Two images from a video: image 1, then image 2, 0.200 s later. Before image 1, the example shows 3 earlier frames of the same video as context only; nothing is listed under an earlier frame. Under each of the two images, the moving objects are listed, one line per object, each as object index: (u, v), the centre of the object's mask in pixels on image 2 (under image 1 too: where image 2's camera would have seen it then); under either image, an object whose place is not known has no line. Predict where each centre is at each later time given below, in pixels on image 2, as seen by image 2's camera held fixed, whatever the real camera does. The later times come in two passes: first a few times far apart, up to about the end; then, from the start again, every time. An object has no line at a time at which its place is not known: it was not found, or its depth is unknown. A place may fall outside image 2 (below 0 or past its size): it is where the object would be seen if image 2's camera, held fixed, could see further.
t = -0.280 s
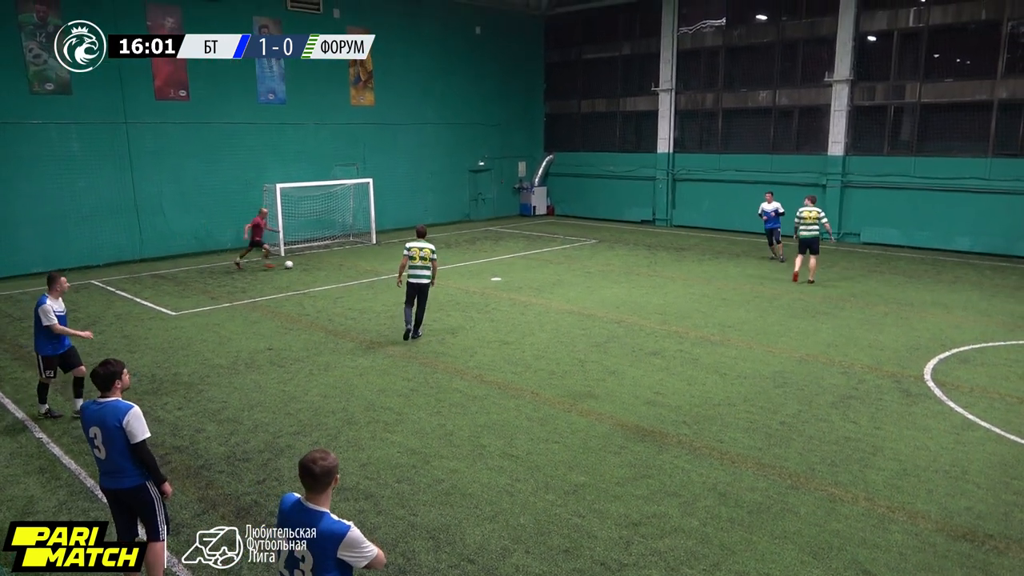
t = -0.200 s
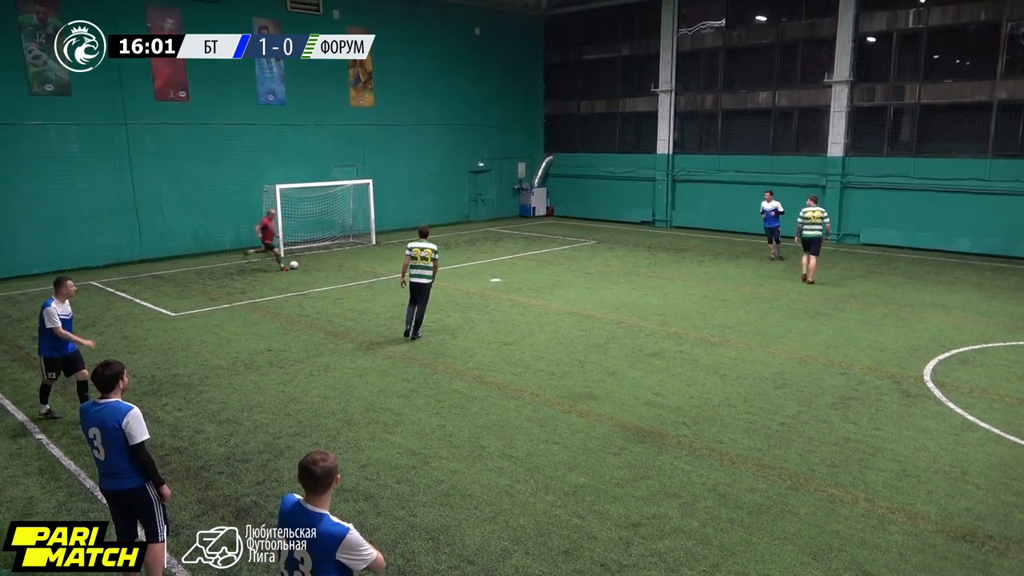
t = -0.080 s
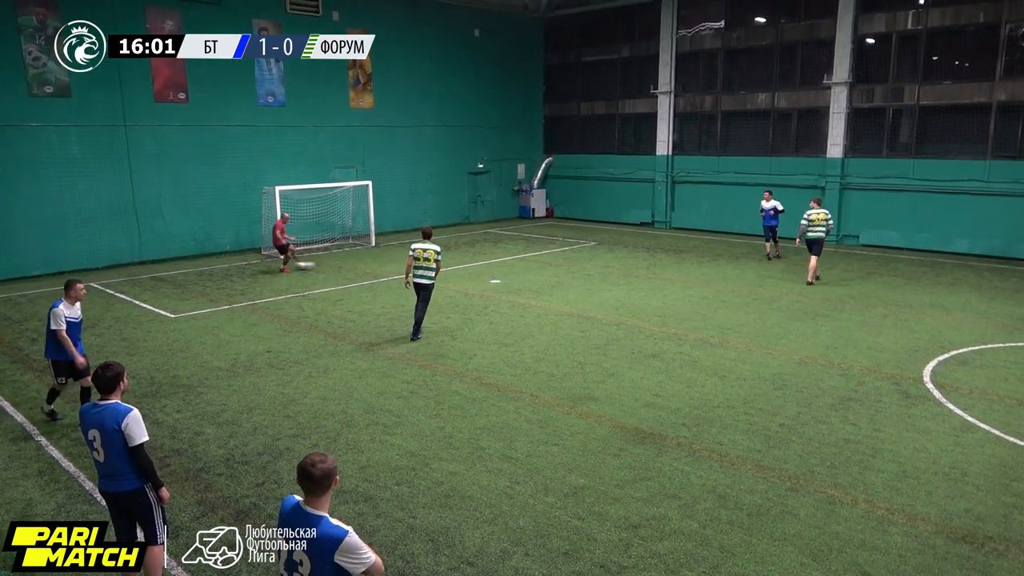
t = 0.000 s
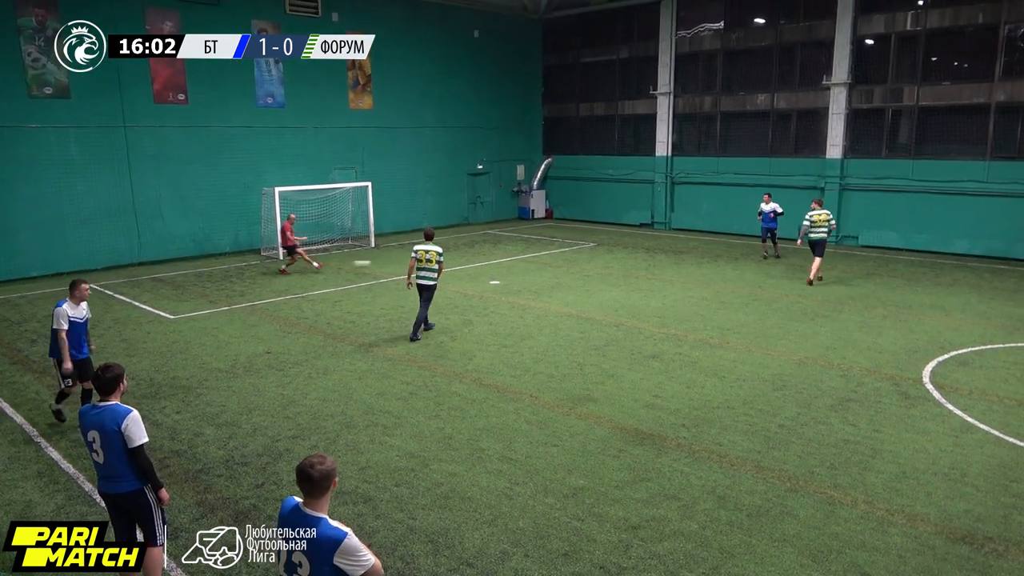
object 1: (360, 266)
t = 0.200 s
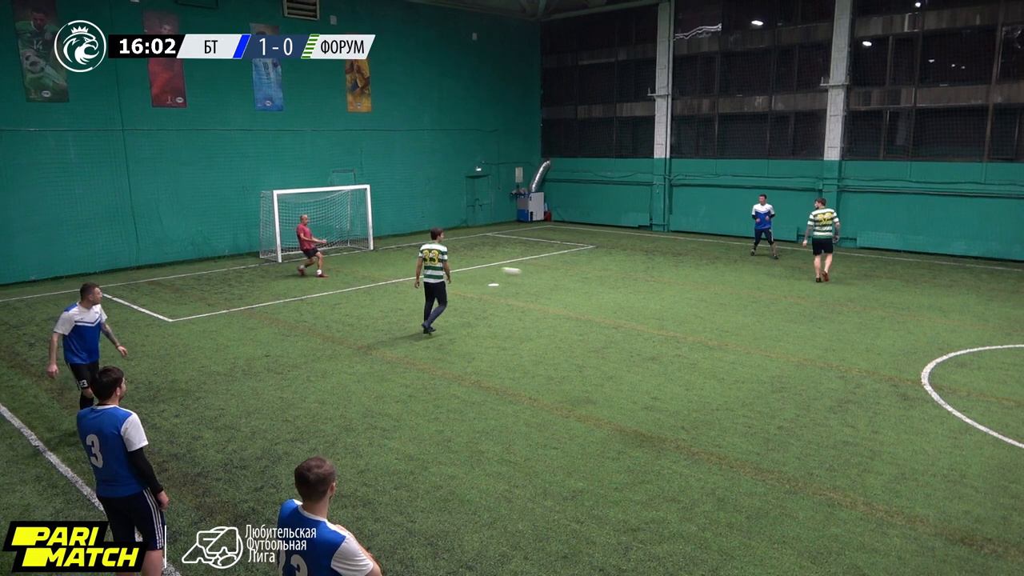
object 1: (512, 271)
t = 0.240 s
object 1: (542, 274)
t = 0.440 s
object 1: (698, 289)
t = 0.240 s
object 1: (542, 274)
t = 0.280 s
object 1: (574, 278)
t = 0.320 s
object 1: (608, 284)
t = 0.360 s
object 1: (638, 286)
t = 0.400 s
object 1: (668, 287)
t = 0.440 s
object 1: (698, 289)
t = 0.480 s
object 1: (729, 292)
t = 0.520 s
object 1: (760, 295)
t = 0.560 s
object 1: (788, 297)
